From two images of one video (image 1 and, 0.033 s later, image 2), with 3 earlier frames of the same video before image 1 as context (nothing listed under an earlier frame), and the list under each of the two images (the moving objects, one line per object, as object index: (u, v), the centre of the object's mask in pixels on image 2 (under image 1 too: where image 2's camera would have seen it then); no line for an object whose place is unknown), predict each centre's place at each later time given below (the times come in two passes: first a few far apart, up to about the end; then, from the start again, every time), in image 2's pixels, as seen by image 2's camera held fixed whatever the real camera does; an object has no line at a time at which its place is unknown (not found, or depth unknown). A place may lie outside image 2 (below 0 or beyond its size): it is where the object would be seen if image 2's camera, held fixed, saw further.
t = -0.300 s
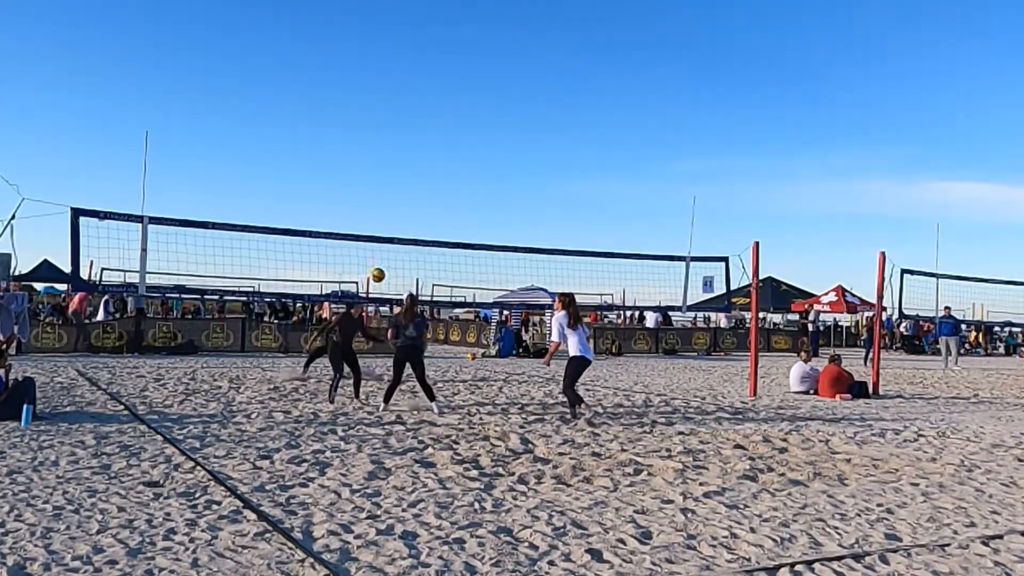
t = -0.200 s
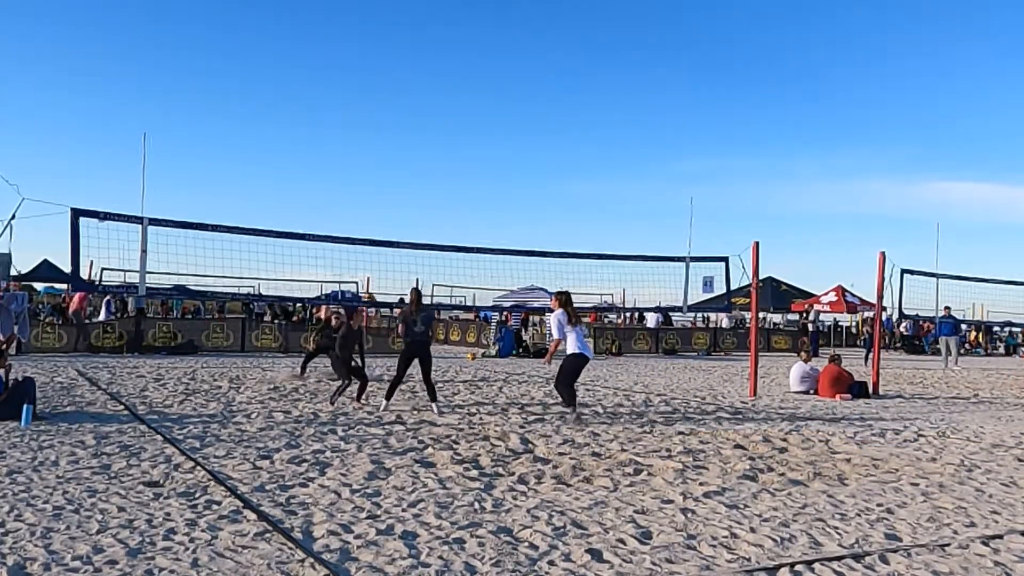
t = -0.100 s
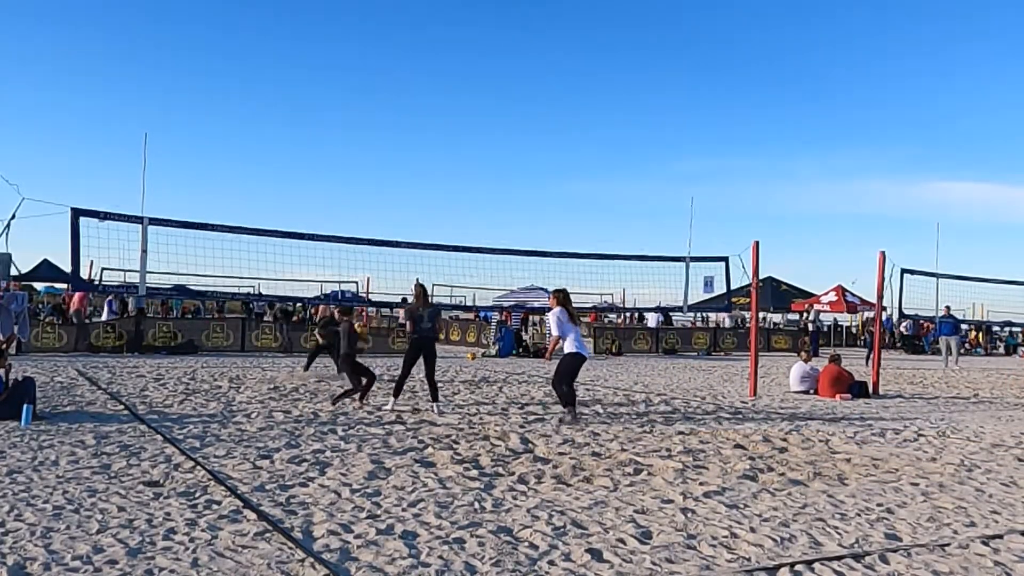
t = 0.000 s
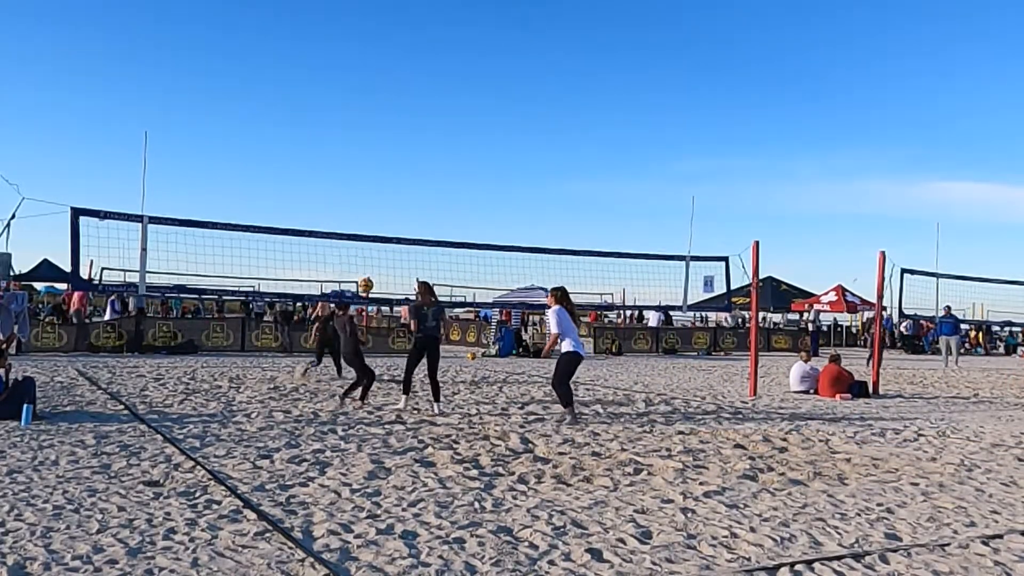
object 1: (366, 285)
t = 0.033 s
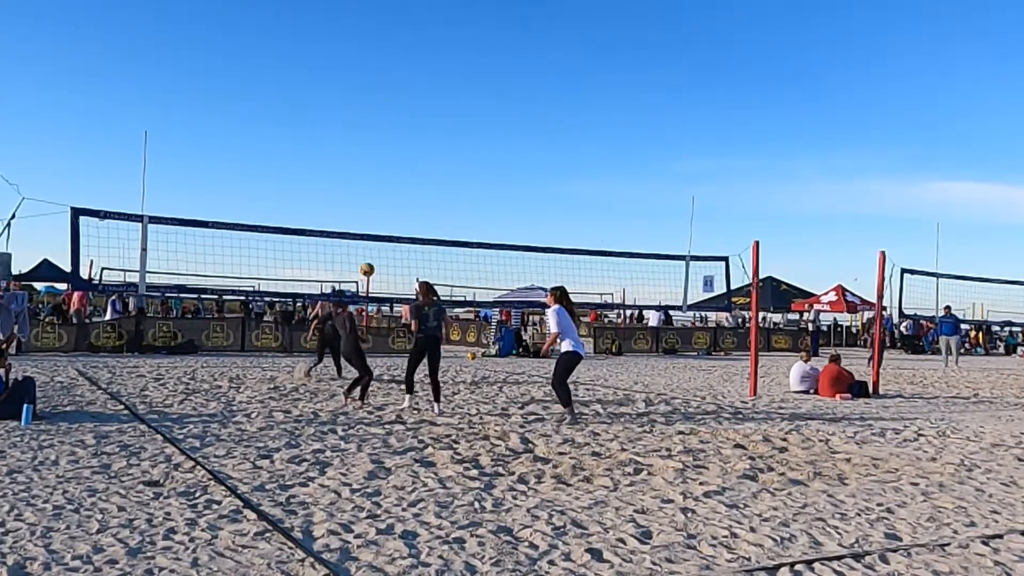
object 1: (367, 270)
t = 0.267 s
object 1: (374, 190)
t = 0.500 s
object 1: (382, 149)
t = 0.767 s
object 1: (388, 147)
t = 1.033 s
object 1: (392, 186)
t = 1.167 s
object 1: (393, 220)
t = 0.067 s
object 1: (368, 255)
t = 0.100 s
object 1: (369, 246)
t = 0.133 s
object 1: (370, 230)
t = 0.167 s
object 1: (371, 221)
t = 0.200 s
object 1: (372, 210)
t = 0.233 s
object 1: (373, 200)
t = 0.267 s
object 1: (374, 190)
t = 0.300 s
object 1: (375, 182)
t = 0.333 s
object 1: (376, 175)
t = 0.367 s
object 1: (377, 168)
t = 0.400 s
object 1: (378, 162)
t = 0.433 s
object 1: (380, 157)
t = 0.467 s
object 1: (381, 153)
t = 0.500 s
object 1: (382, 149)
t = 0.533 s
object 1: (382, 147)
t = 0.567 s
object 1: (383, 144)
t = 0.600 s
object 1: (384, 143)
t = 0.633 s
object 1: (385, 143)
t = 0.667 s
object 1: (386, 143)
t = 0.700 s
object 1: (386, 143)
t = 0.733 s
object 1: (387, 144)
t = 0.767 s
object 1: (388, 147)
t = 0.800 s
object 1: (388, 150)
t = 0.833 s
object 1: (389, 153)
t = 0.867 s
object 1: (390, 157)
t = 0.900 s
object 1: (390, 161)
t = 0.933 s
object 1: (391, 167)
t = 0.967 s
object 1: (391, 172)
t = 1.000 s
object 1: (391, 179)
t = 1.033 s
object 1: (392, 186)
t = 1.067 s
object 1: (392, 194)
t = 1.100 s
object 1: (392, 202)
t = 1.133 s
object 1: (393, 211)
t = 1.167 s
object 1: (393, 220)
